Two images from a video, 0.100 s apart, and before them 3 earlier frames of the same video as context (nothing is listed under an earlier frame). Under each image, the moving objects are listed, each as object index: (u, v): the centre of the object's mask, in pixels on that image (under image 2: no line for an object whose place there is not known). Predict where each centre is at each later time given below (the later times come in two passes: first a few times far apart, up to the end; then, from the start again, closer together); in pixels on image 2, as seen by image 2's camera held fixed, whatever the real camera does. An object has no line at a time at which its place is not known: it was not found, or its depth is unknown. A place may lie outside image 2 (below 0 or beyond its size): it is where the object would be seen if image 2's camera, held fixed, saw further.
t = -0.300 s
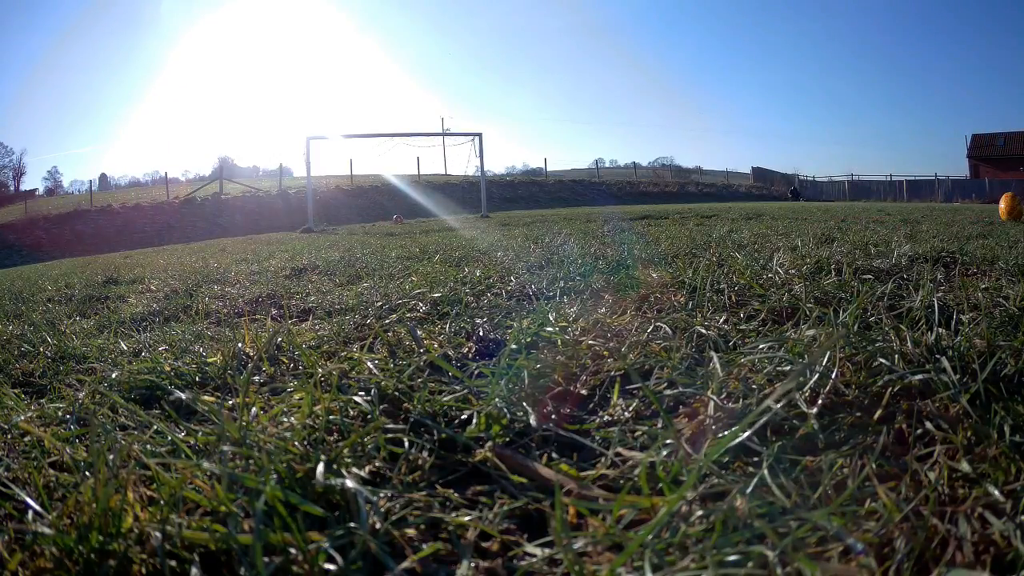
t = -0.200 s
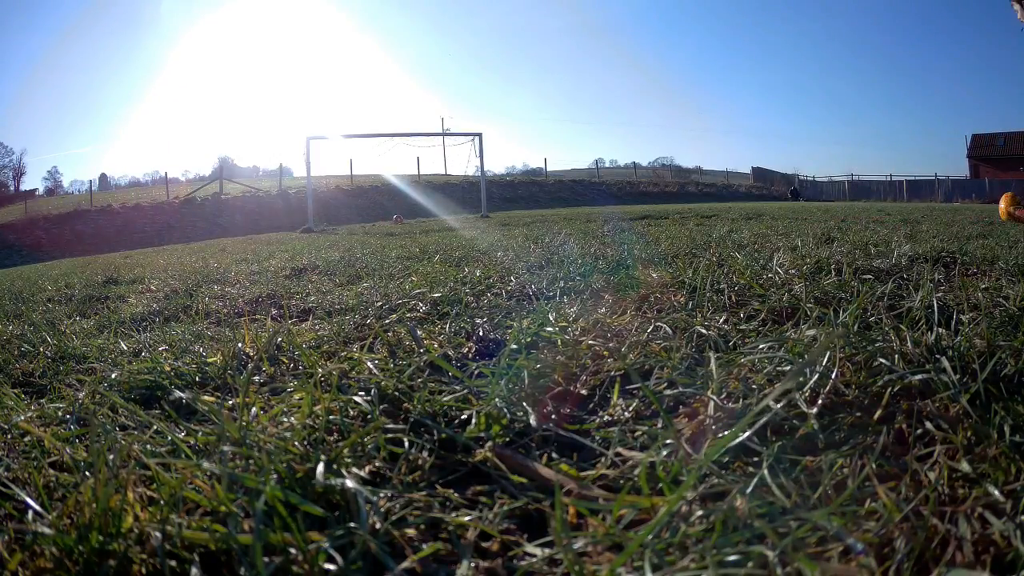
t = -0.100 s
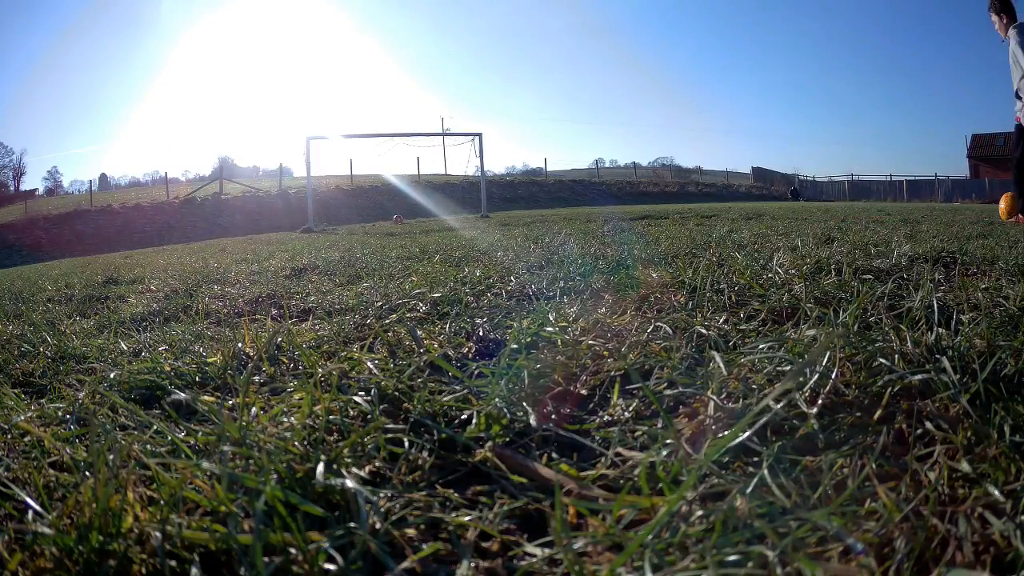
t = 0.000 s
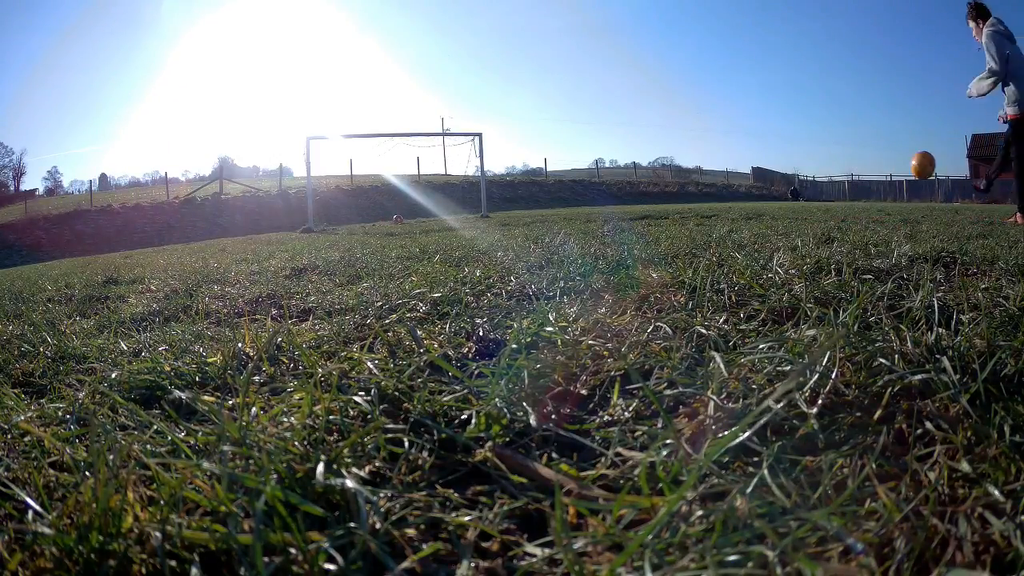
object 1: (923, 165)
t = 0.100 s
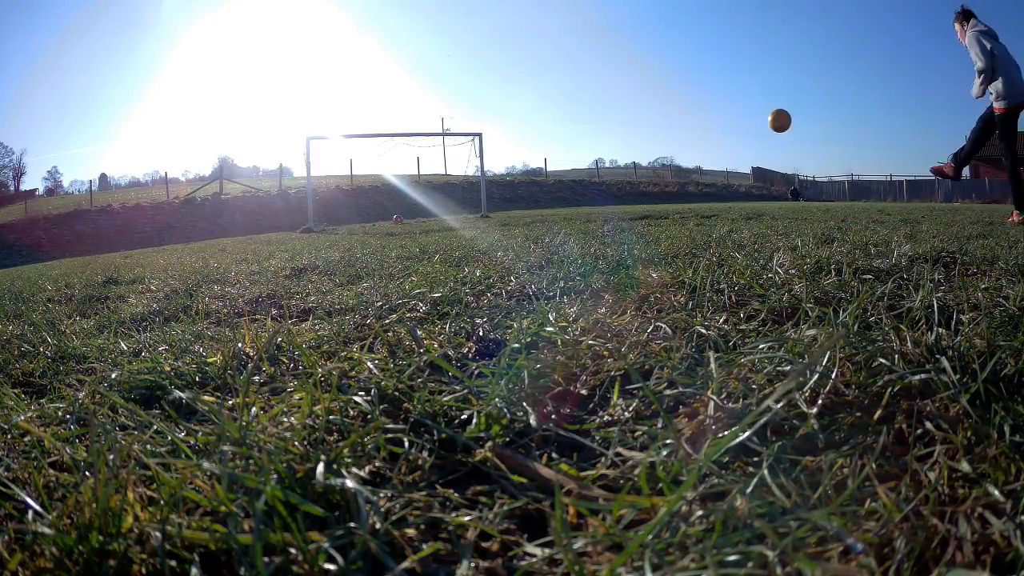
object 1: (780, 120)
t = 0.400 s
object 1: (536, 121)
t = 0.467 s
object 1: (506, 132)
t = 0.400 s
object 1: (536, 121)
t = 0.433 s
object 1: (520, 127)
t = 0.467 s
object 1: (506, 132)
